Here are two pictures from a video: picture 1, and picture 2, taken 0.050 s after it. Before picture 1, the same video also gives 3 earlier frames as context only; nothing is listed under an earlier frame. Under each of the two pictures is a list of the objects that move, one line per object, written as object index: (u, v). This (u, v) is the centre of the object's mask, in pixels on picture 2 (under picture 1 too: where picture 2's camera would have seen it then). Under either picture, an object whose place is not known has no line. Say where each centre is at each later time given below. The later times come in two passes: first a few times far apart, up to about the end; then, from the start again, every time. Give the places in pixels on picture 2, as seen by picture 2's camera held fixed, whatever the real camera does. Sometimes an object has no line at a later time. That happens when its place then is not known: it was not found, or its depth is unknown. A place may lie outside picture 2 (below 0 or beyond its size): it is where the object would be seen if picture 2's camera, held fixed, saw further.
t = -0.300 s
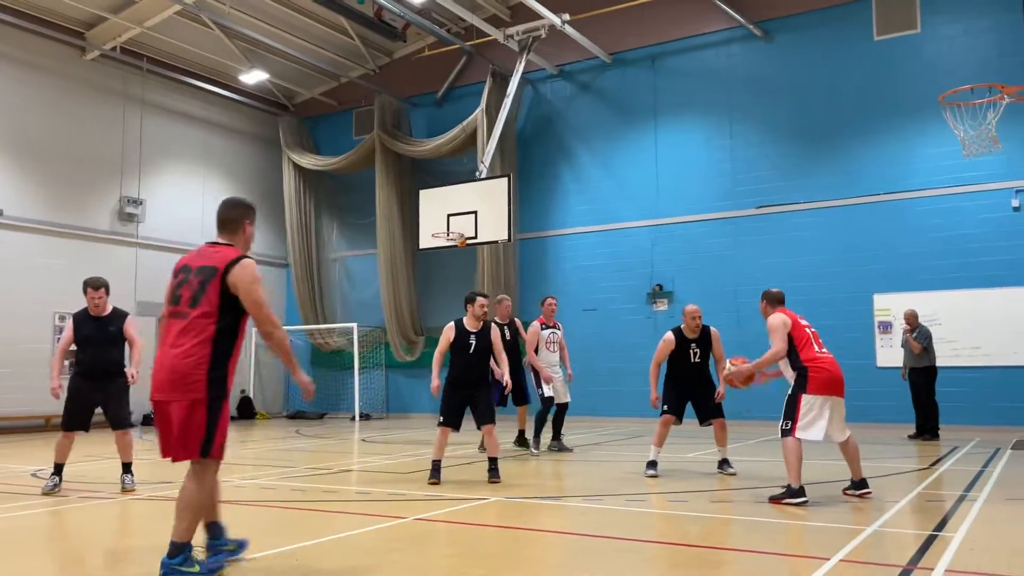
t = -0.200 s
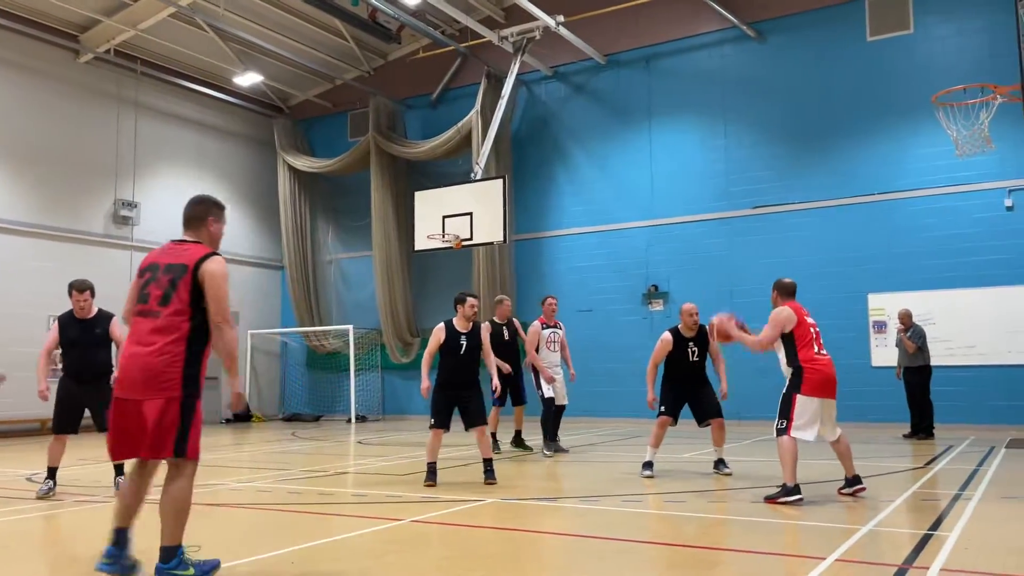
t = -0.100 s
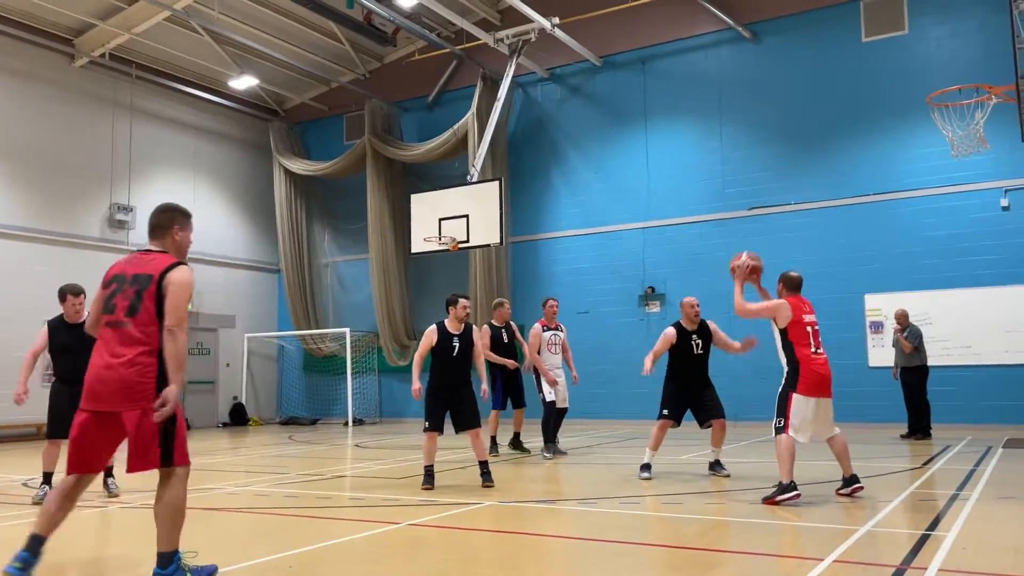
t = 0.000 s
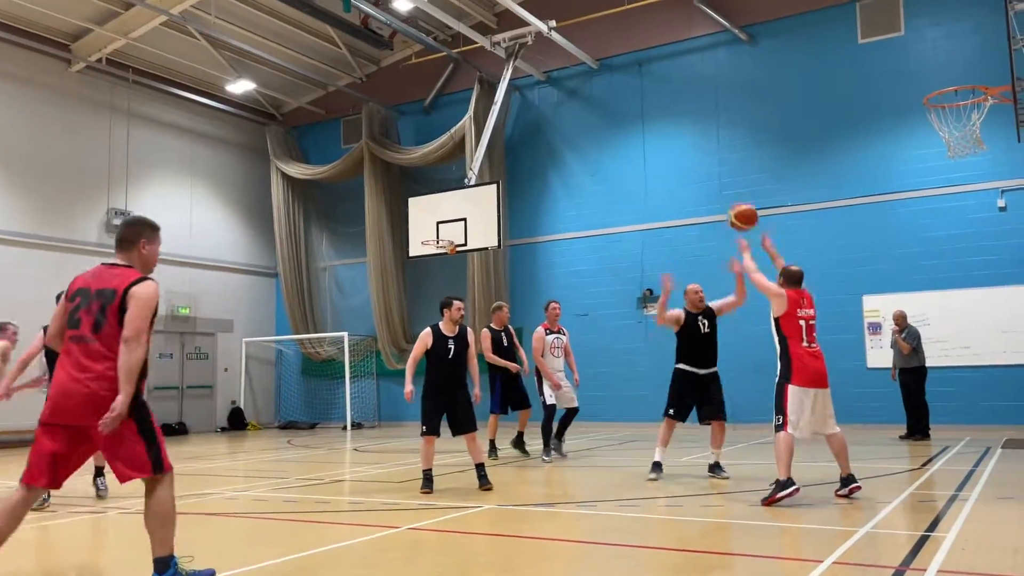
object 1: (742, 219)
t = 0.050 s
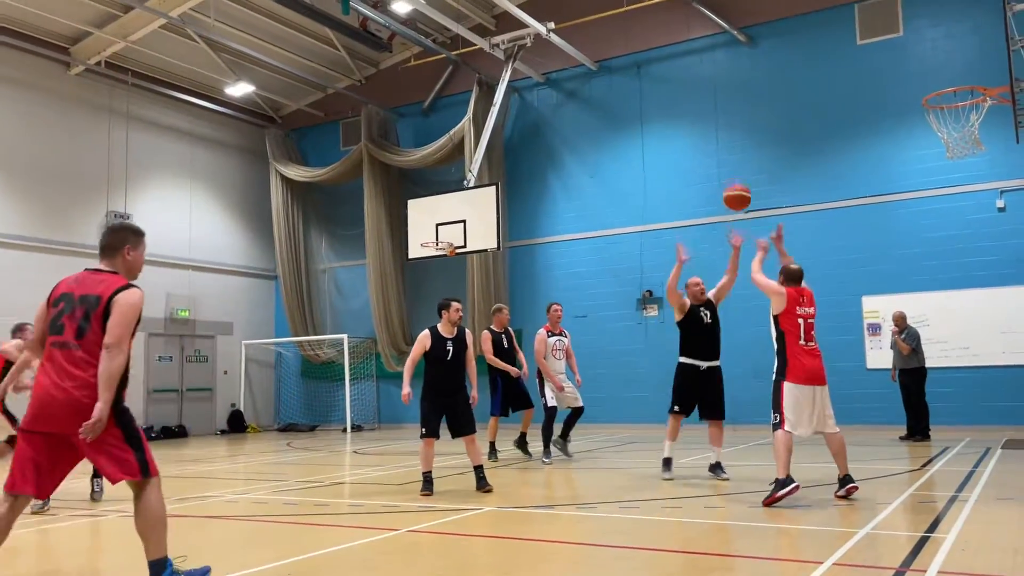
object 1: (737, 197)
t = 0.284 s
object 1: (719, 149)
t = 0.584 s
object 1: (706, 168)
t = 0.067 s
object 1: (735, 191)
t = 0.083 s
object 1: (734, 186)
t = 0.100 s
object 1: (732, 181)
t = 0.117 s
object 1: (731, 176)
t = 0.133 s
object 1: (730, 172)
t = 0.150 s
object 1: (729, 168)
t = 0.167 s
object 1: (727, 164)
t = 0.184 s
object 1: (726, 161)
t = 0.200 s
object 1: (725, 158)
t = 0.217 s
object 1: (724, 156)
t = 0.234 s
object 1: (723, 153)
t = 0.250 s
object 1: (722, 151)
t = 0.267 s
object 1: (720, 150)
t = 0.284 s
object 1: (719, 149)
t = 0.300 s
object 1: (719, 148)
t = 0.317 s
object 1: (718, 147)
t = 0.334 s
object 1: (717, 147)
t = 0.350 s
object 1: (716, 147)
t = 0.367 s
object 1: (715, 147)
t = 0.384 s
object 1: (715, 147)
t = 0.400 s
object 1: (714, 147)
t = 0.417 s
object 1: (713, 148)
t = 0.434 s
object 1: (713, 149)
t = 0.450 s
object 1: (712, 150)
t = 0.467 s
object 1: (712, 152)
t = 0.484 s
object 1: (711, 154)
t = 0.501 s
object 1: (710, 155)
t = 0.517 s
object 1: (709, 158)
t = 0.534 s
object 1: (709, 160)
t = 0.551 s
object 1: (708, 162)
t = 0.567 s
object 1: (707, 165)
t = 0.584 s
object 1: (706, 168)
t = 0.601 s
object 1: (706, 172)
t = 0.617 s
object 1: (706, 175)
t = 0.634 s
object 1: (705, 179)
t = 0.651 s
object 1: (705, 182)
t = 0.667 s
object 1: (704, 186)
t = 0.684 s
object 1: (704, 190)
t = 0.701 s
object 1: (704, 194)
